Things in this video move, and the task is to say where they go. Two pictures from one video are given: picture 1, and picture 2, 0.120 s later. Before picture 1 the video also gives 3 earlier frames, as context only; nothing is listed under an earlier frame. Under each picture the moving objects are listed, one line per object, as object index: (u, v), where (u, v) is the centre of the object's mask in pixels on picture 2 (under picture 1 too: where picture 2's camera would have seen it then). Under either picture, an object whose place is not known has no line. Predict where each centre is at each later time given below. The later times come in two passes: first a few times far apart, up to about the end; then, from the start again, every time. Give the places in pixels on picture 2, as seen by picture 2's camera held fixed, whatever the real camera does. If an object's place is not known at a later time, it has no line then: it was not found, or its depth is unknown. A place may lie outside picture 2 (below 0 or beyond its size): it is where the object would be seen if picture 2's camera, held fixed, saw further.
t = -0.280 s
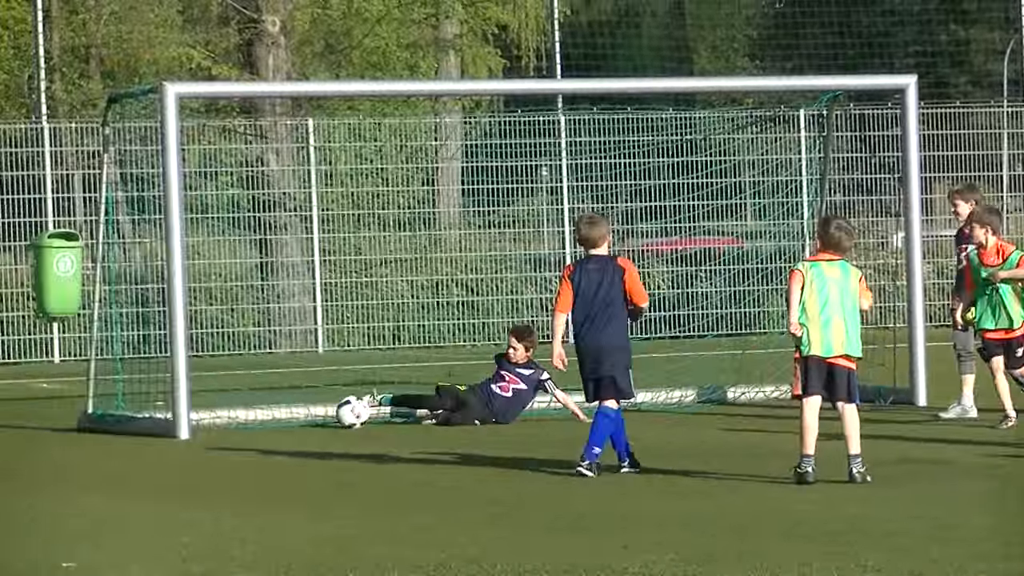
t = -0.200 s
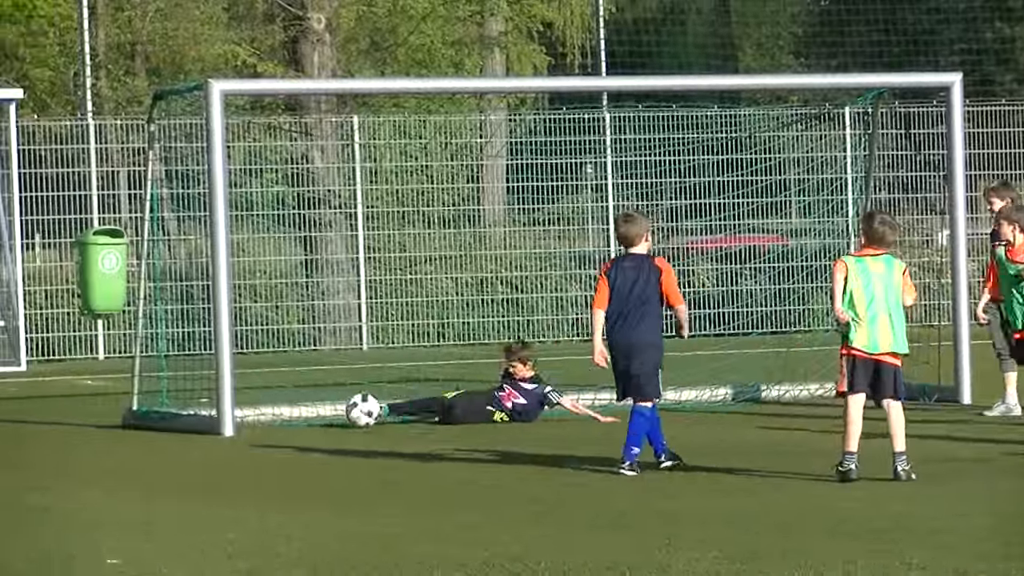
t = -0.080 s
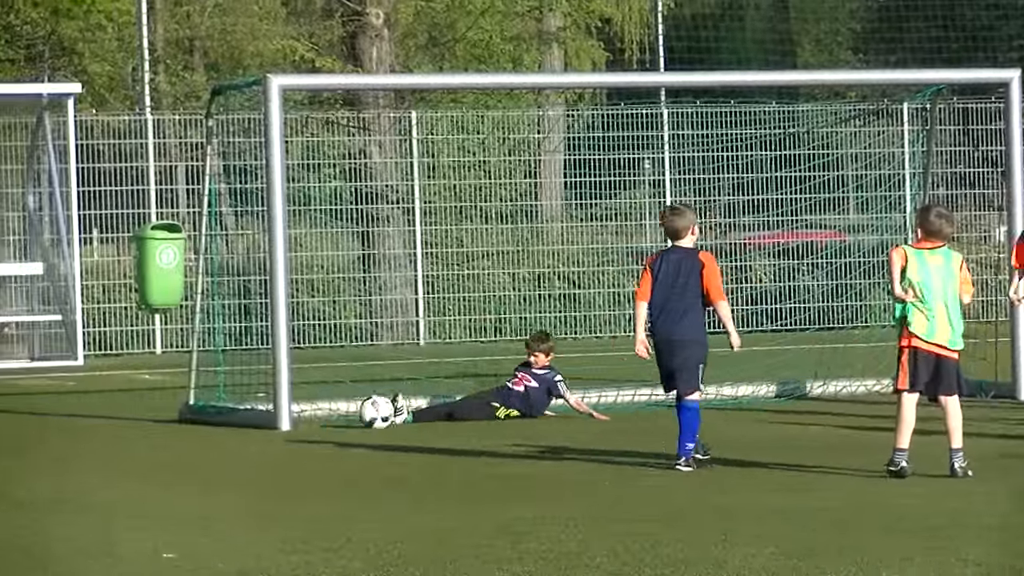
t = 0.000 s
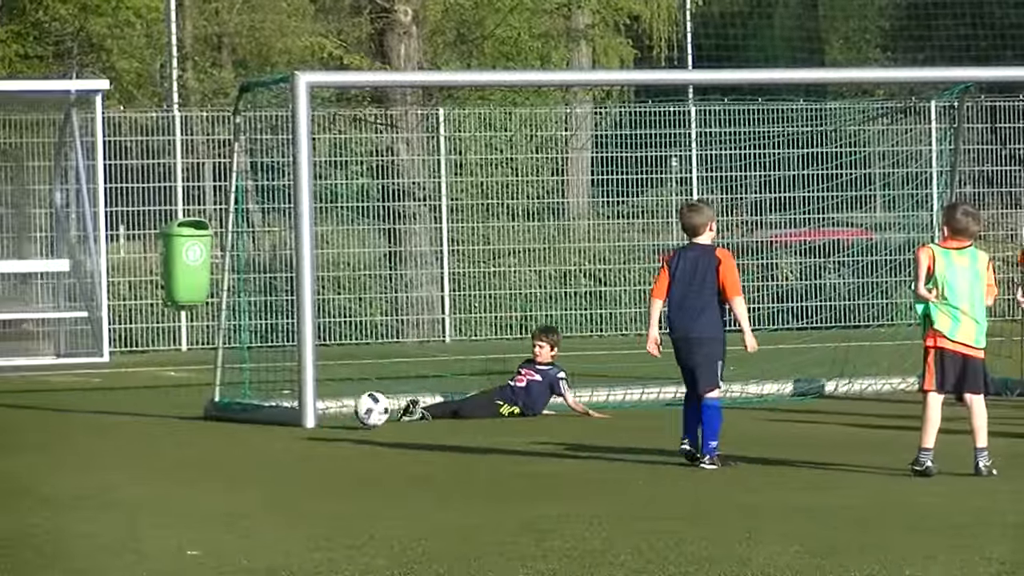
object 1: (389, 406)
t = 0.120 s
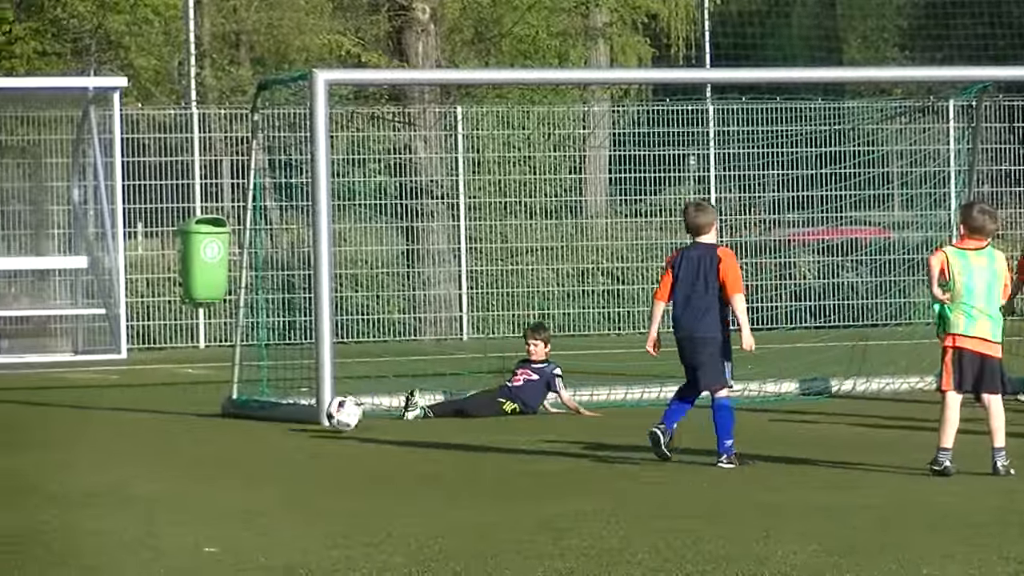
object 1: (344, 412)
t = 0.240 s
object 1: (296, 422)
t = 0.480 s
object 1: (196, 430)
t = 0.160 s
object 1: (328, 412)
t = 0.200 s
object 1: (310, 415)
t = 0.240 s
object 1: (296, 422)
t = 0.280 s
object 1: (279, 420)
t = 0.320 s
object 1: (263, 422)
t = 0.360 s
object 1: (246, 425)
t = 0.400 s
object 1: (229, 427)
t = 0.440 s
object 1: (213, 427)
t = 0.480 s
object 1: (196, 430)
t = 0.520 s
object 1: (179, 431)
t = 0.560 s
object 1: (161, 431)
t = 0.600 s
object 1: (144, 434)
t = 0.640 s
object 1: (127, 436)
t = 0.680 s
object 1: (108, 437)
